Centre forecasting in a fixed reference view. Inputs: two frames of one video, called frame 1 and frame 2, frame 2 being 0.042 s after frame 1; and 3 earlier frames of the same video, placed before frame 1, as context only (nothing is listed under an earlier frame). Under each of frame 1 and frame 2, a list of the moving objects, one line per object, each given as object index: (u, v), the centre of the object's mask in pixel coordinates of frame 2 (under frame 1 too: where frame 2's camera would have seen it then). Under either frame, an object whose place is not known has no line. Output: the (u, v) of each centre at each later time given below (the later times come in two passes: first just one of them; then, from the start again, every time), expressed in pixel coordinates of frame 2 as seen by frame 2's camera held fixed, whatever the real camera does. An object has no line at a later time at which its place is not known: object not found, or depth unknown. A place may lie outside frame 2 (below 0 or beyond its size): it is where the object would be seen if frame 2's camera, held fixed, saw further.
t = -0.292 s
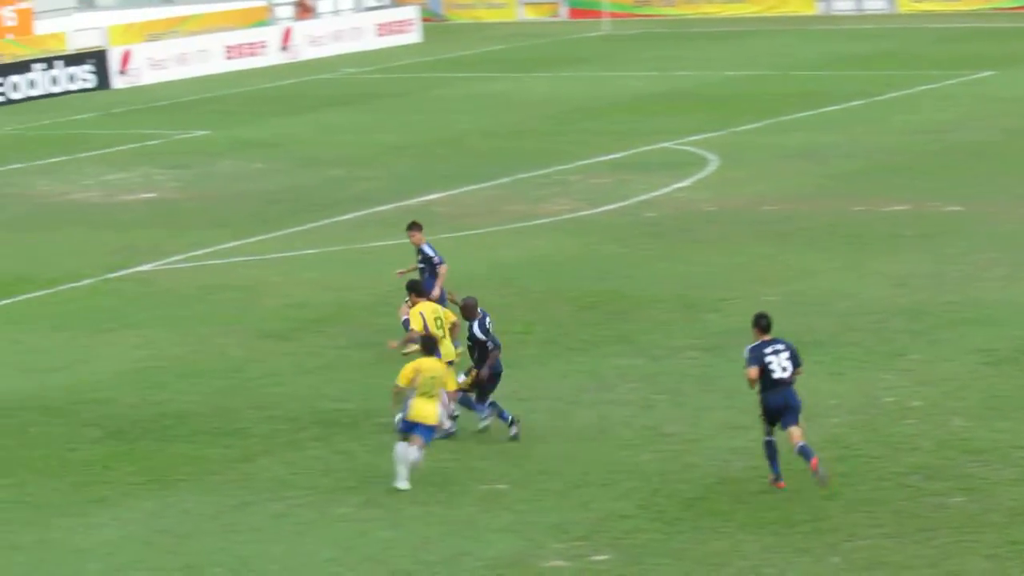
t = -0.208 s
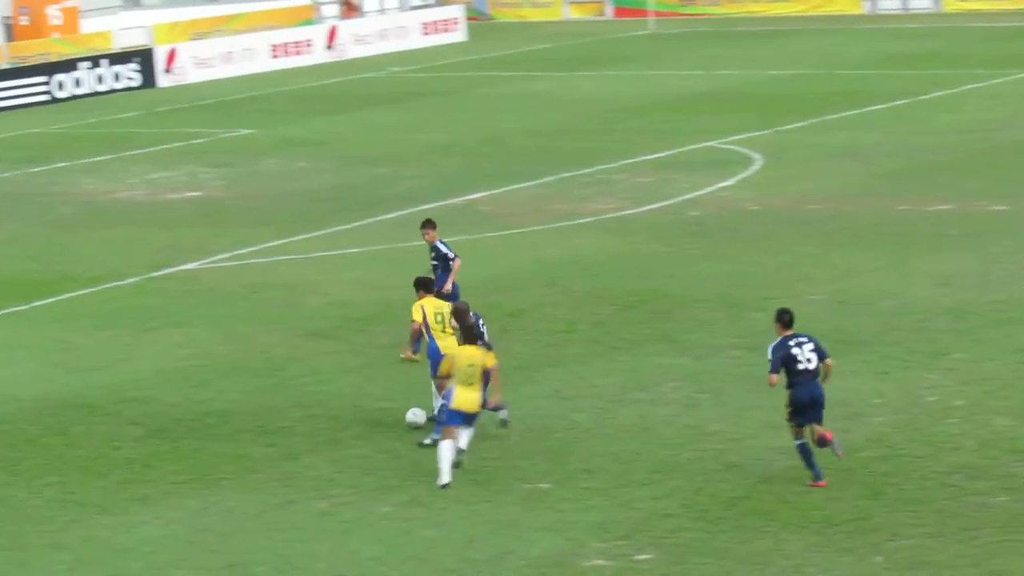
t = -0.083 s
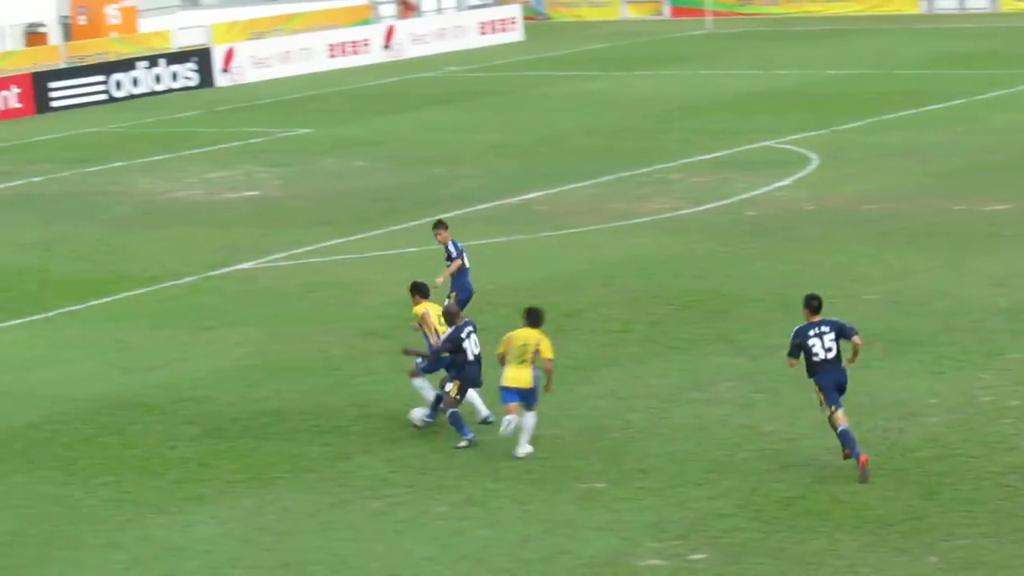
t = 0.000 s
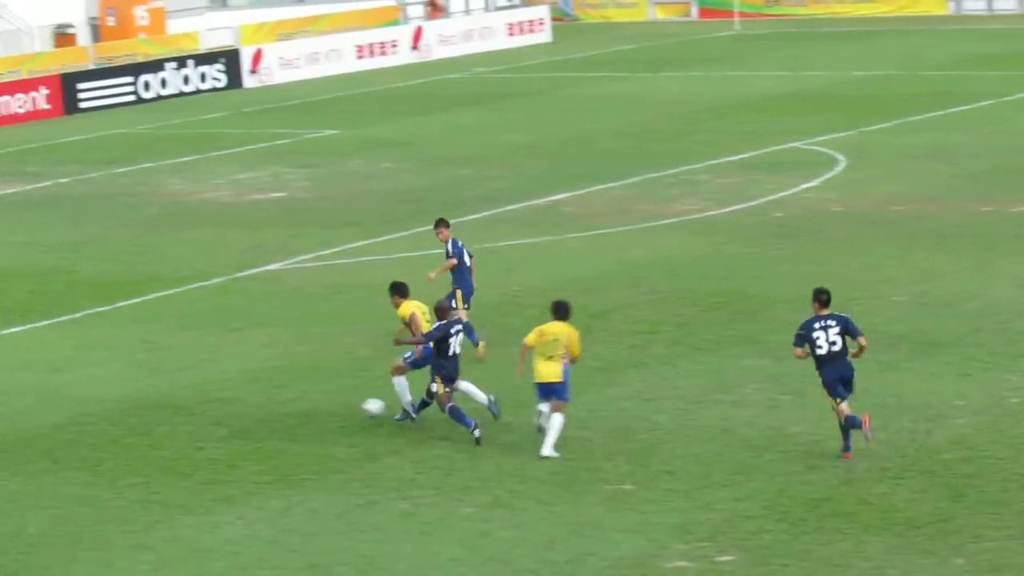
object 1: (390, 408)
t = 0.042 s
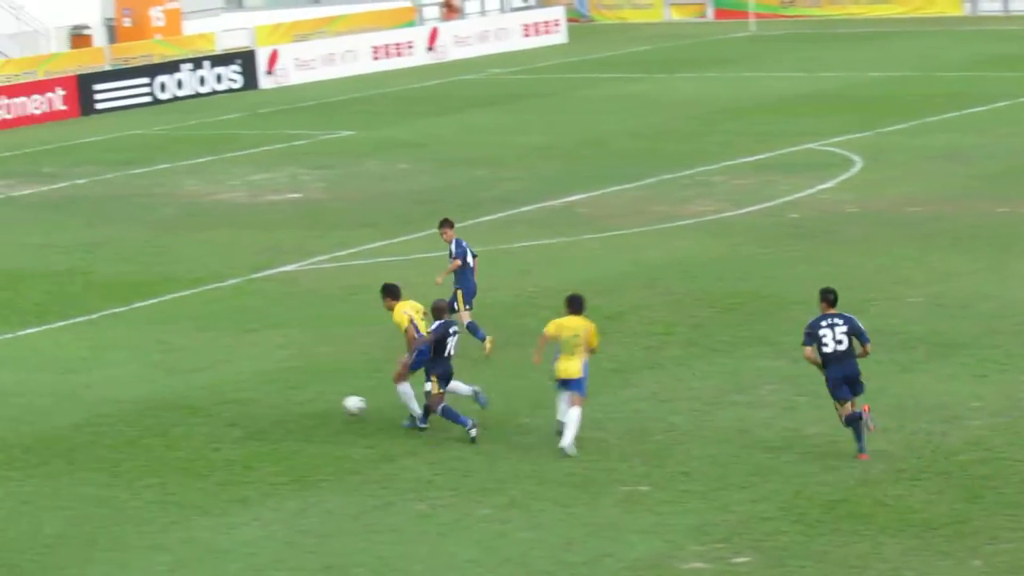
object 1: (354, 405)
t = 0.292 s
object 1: (150, 405)
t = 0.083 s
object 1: (318, 402)
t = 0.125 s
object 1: (283, 400)
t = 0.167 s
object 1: (248, 400)
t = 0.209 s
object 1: (213, 403)
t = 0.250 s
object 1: (179, 406)
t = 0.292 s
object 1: (150, 405)
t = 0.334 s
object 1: (124, 400)
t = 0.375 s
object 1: (98, 397)
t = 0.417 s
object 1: (72, 395)
